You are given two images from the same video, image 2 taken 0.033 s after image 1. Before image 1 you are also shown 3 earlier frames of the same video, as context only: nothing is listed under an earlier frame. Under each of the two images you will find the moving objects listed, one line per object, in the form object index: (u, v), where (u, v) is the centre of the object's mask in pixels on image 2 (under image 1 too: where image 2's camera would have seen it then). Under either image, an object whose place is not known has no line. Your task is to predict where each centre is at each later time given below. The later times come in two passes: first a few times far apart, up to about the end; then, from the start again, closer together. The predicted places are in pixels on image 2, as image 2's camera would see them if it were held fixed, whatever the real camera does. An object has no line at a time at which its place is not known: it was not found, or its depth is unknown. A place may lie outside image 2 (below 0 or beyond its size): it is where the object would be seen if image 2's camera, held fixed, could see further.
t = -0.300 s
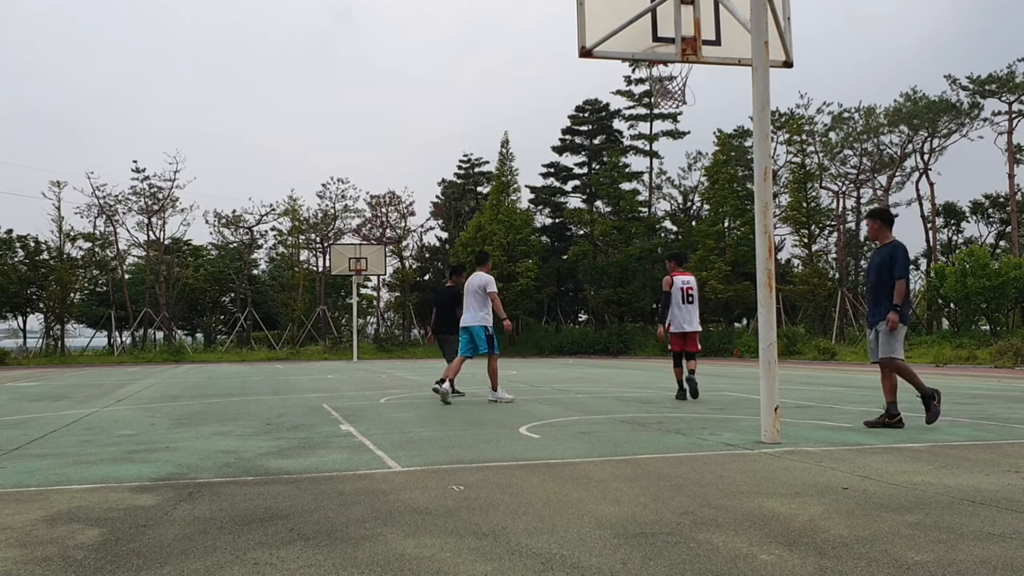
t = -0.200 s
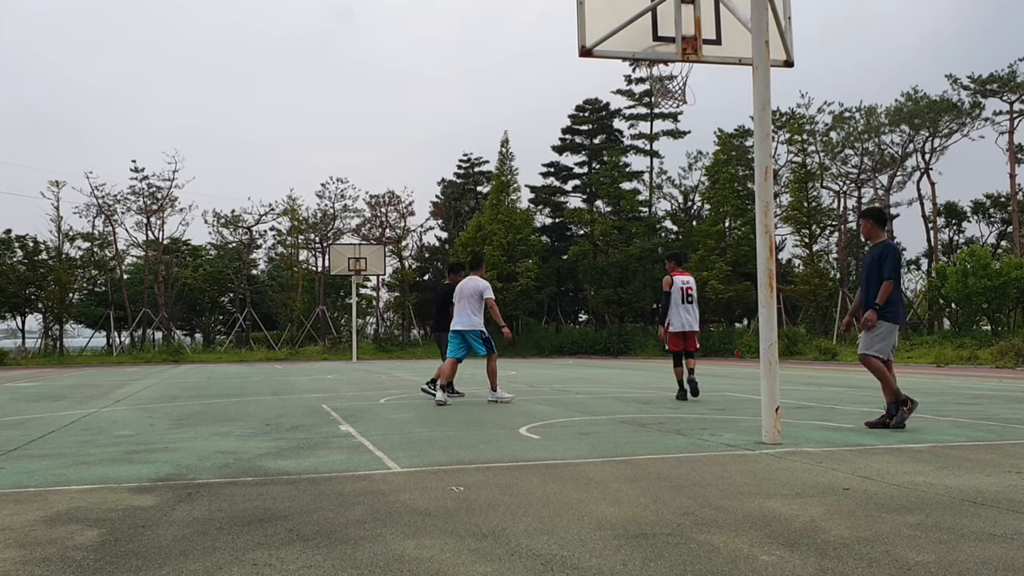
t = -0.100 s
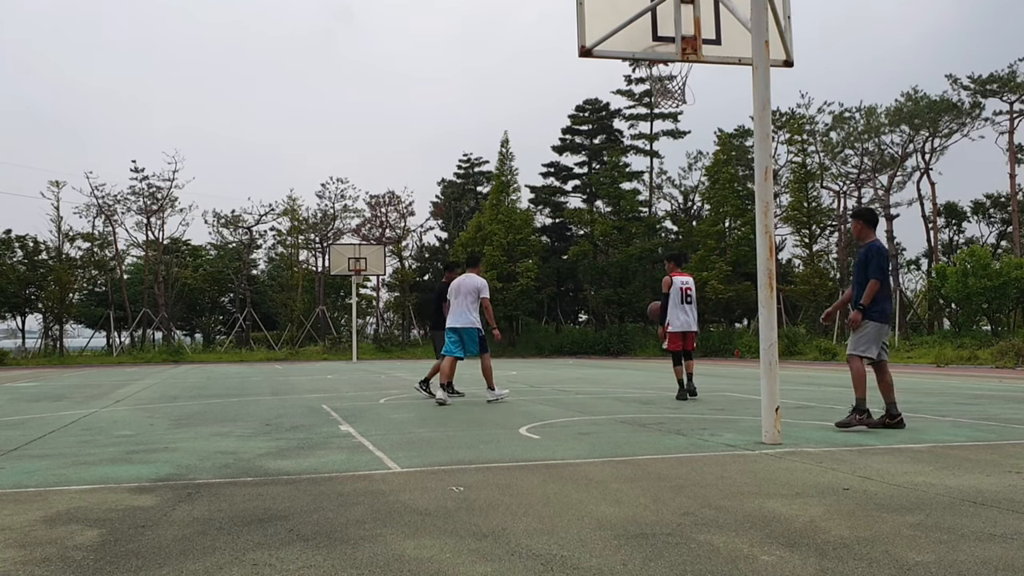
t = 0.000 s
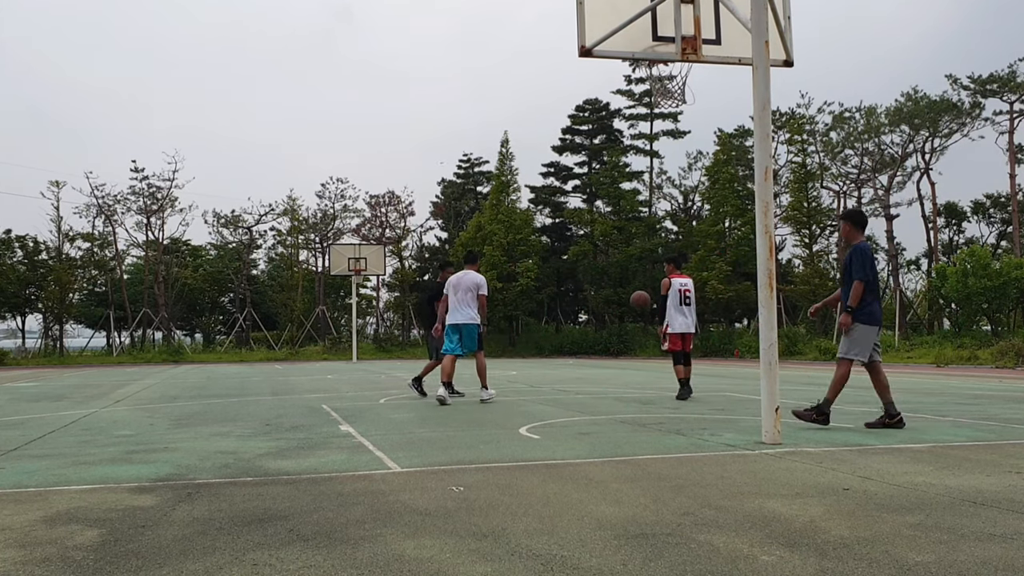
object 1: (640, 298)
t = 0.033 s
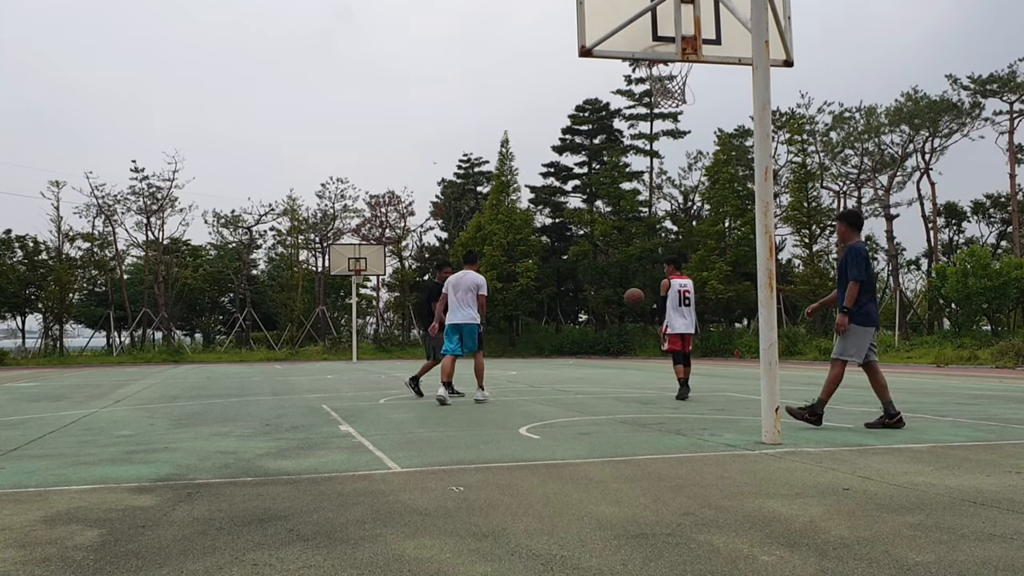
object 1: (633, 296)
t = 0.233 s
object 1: (599, 299)
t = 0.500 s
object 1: (554, 352)
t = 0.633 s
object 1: (532, 375)
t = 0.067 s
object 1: (628, 295)
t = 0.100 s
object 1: (622, 294)
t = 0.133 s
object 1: (616, 294)
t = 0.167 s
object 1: (610, 295)
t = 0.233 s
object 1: (599, 299)
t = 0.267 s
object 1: (593, 303)
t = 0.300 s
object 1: (588, 308)
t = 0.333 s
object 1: (582, 312)
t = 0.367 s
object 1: (576, 319)
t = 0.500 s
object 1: (554, 352)
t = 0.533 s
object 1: (548, 363)
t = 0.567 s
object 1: (543, 375)
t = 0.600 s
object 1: (538, 385)
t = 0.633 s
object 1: (532, 375)
